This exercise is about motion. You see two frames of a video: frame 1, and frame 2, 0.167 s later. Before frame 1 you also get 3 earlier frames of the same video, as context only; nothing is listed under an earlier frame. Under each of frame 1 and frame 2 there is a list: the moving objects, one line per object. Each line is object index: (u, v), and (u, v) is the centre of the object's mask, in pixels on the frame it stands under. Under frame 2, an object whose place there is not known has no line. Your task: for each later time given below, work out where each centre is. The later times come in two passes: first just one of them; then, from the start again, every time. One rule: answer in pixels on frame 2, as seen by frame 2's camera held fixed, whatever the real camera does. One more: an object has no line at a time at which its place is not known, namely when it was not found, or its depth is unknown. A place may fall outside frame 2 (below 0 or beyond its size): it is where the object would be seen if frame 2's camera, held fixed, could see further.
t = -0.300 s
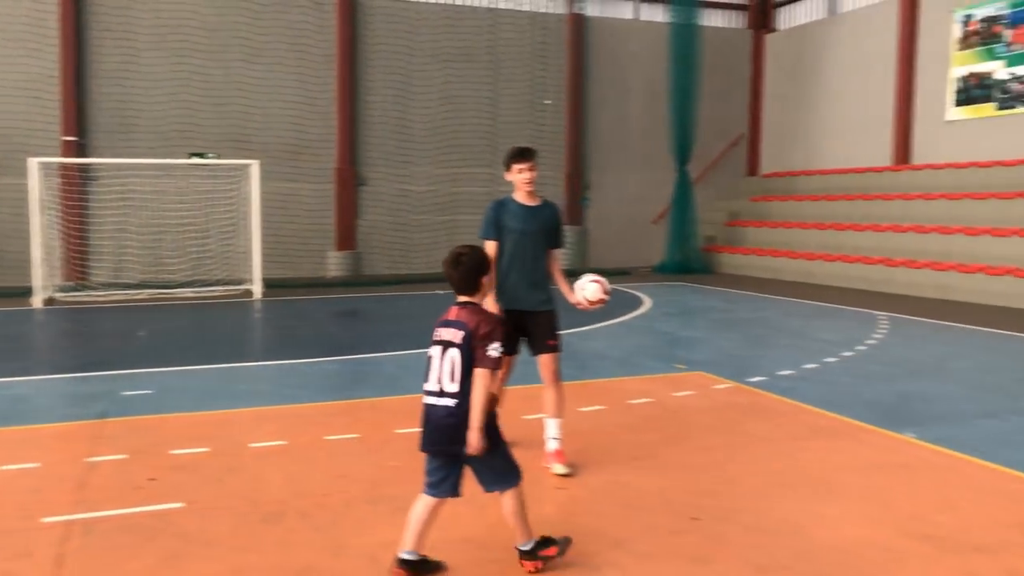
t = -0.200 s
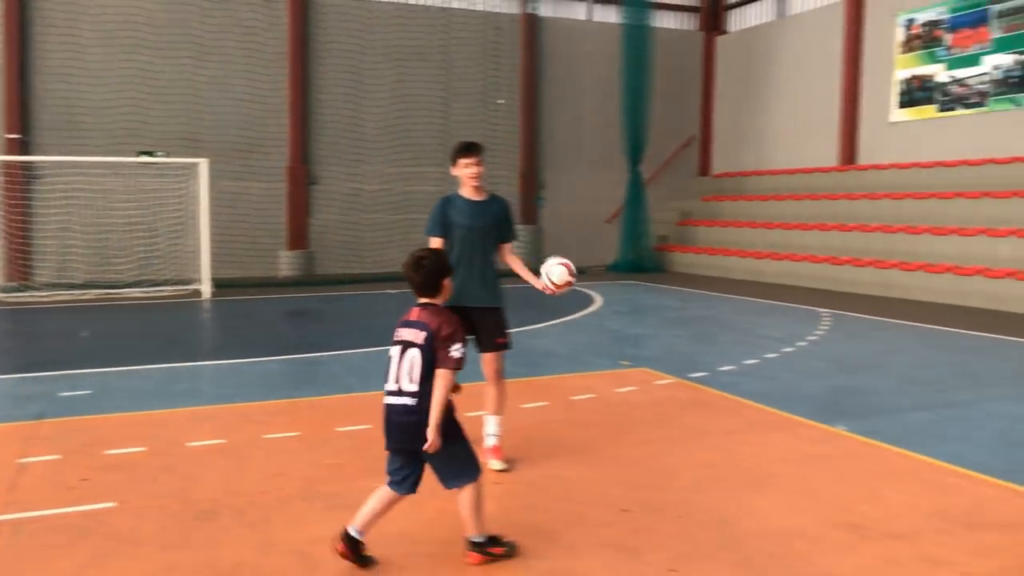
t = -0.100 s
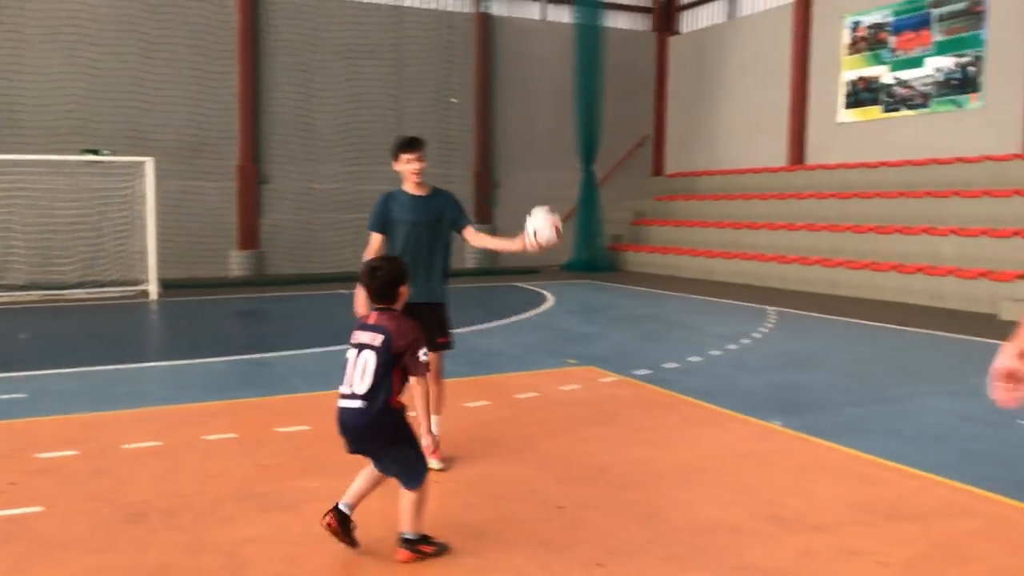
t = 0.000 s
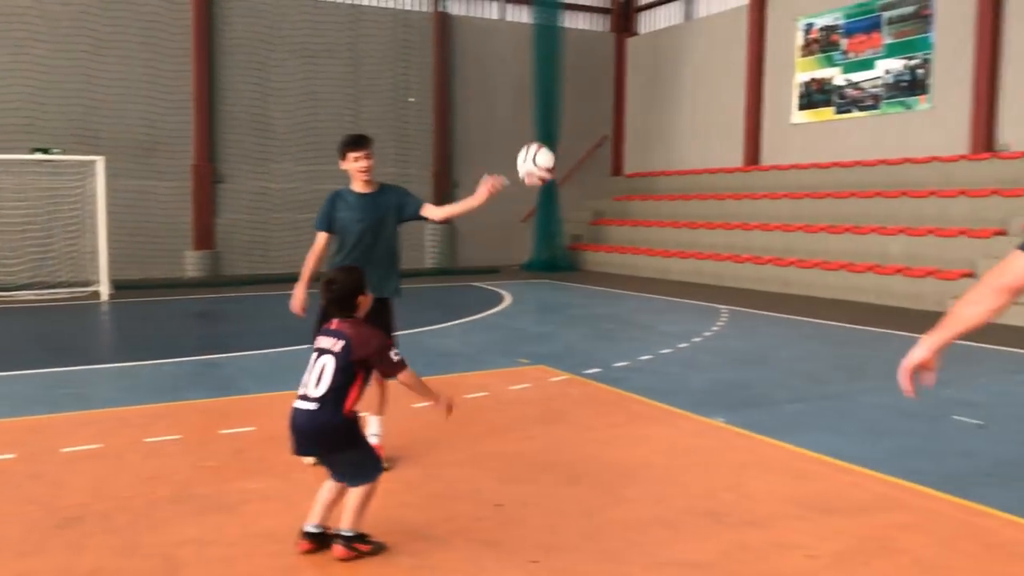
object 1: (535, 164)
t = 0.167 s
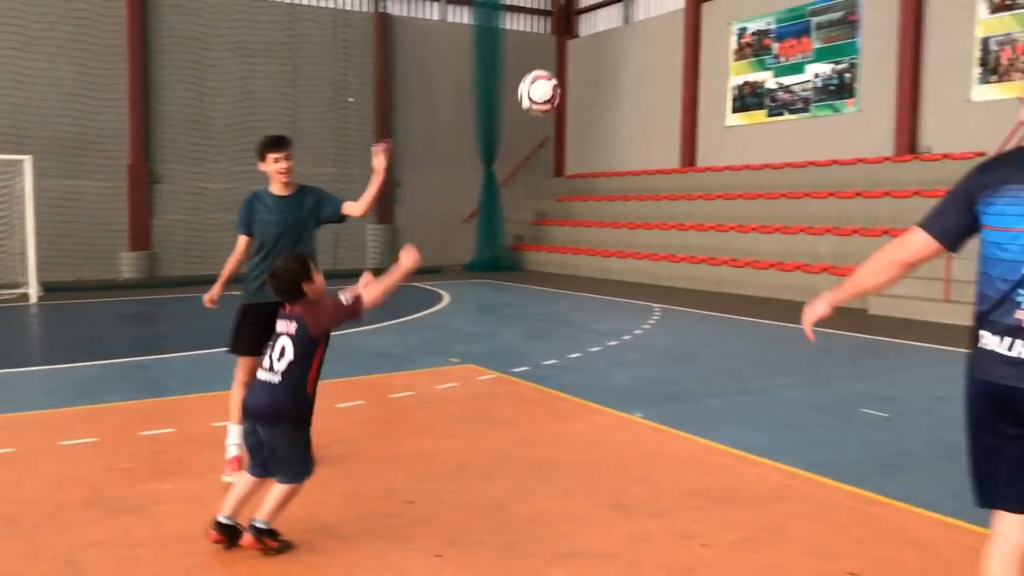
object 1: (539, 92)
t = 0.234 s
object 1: (566, 78)
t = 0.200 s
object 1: (552, 84)
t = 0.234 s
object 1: (566, 78)
